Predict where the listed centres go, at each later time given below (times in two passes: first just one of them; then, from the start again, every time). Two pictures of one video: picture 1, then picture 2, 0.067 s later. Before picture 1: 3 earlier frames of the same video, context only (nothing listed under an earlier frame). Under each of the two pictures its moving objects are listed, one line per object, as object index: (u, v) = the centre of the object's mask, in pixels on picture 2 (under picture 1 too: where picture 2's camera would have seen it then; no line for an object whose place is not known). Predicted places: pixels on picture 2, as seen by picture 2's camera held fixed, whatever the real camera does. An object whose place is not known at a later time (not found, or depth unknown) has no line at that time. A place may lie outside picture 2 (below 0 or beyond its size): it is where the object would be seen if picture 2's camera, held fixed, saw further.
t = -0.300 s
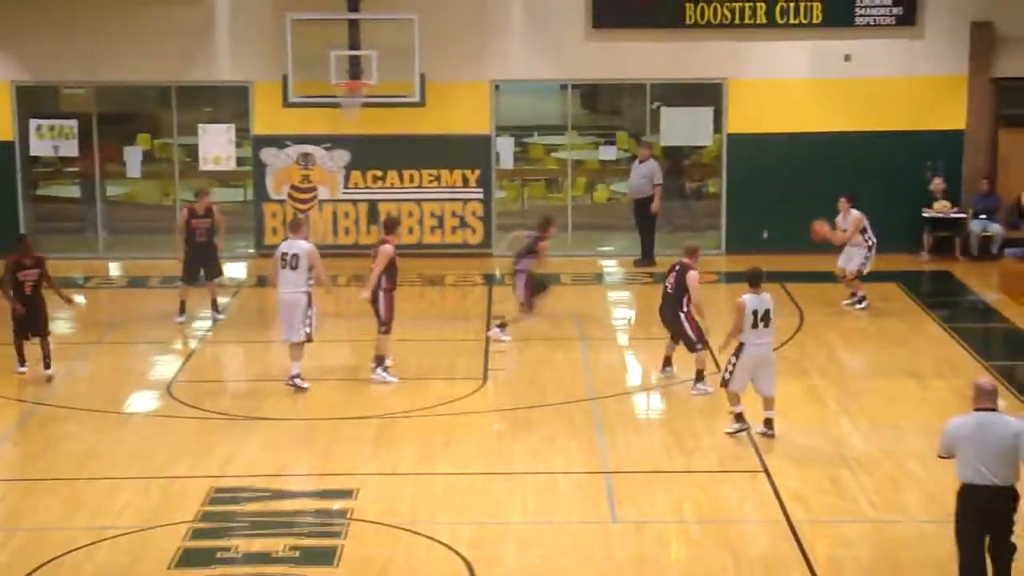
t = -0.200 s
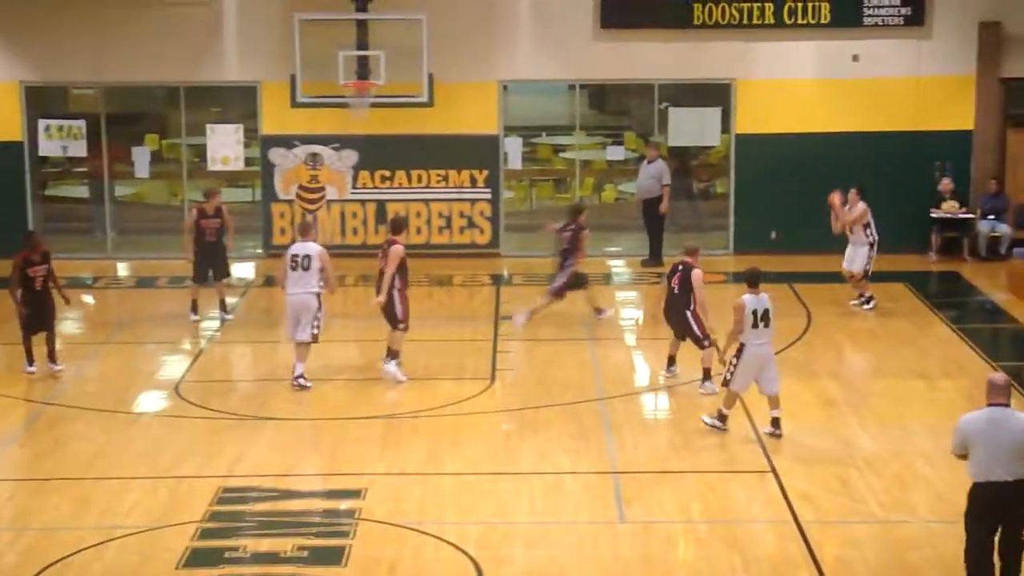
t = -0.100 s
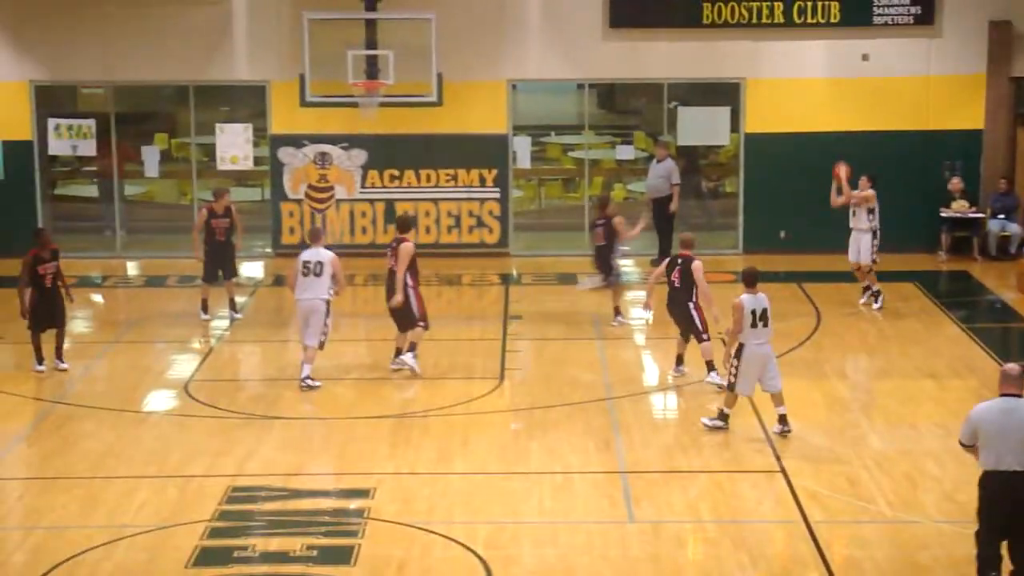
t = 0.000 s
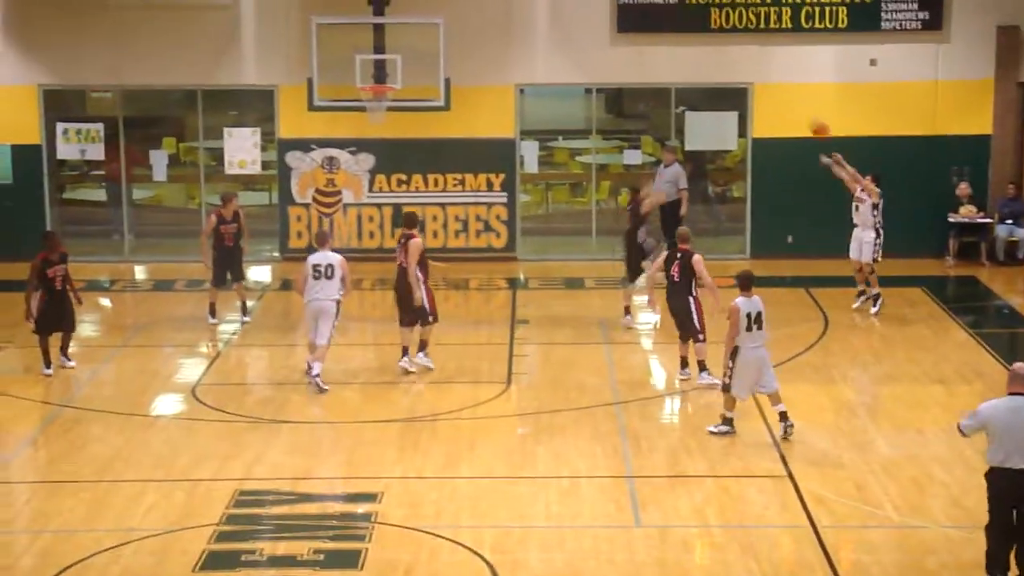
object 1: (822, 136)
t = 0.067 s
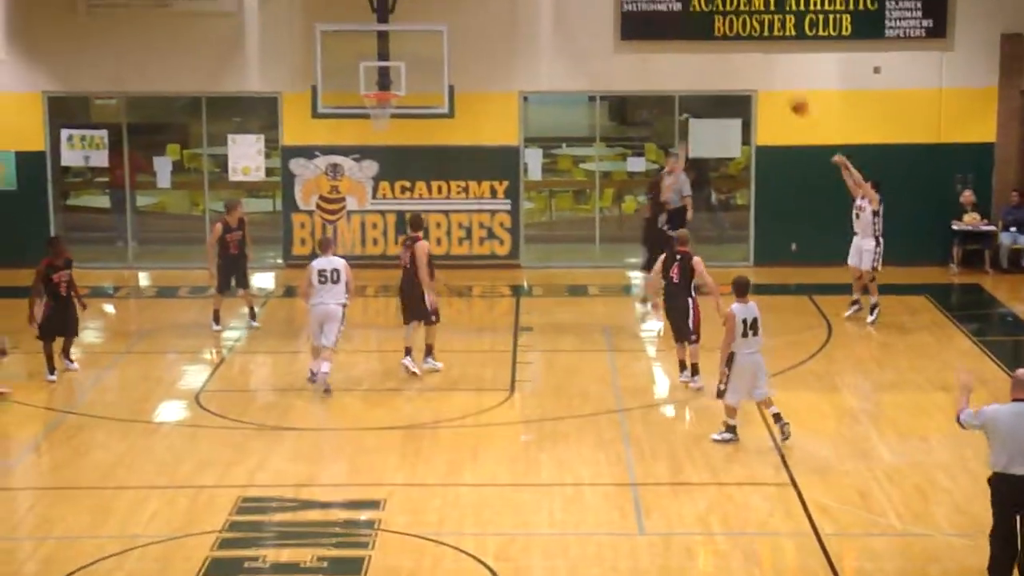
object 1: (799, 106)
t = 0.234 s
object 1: (738, 42)
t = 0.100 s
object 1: (786, 91)
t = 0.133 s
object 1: (775, 79)
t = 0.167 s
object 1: (762, 65)
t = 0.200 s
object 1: (749, 53)
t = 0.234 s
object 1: (738, 42)
